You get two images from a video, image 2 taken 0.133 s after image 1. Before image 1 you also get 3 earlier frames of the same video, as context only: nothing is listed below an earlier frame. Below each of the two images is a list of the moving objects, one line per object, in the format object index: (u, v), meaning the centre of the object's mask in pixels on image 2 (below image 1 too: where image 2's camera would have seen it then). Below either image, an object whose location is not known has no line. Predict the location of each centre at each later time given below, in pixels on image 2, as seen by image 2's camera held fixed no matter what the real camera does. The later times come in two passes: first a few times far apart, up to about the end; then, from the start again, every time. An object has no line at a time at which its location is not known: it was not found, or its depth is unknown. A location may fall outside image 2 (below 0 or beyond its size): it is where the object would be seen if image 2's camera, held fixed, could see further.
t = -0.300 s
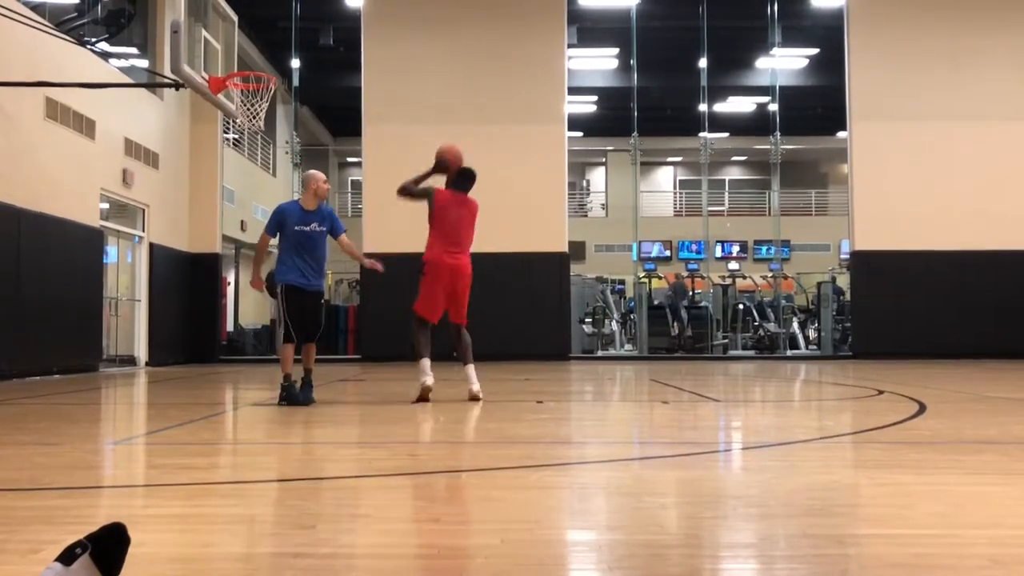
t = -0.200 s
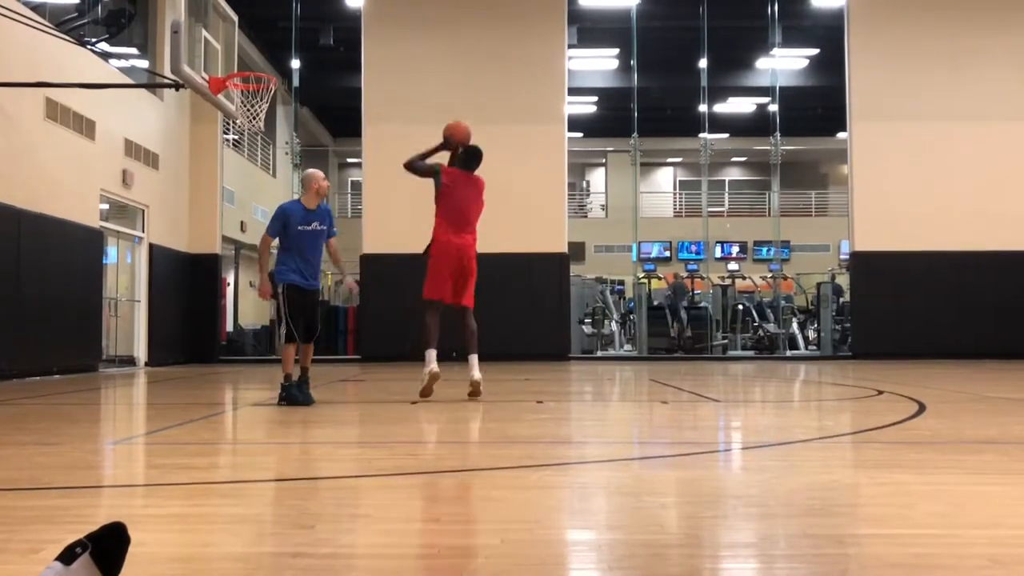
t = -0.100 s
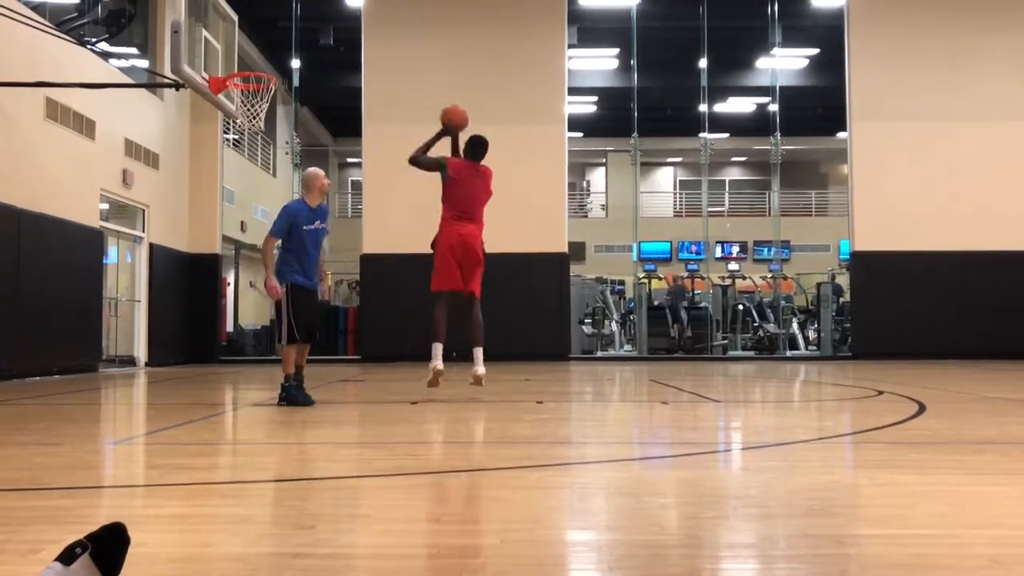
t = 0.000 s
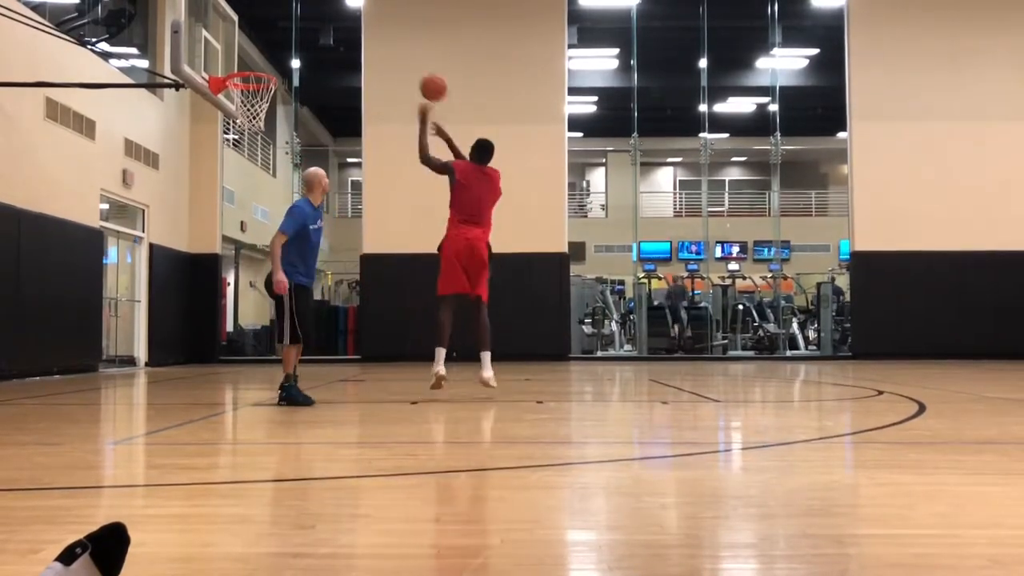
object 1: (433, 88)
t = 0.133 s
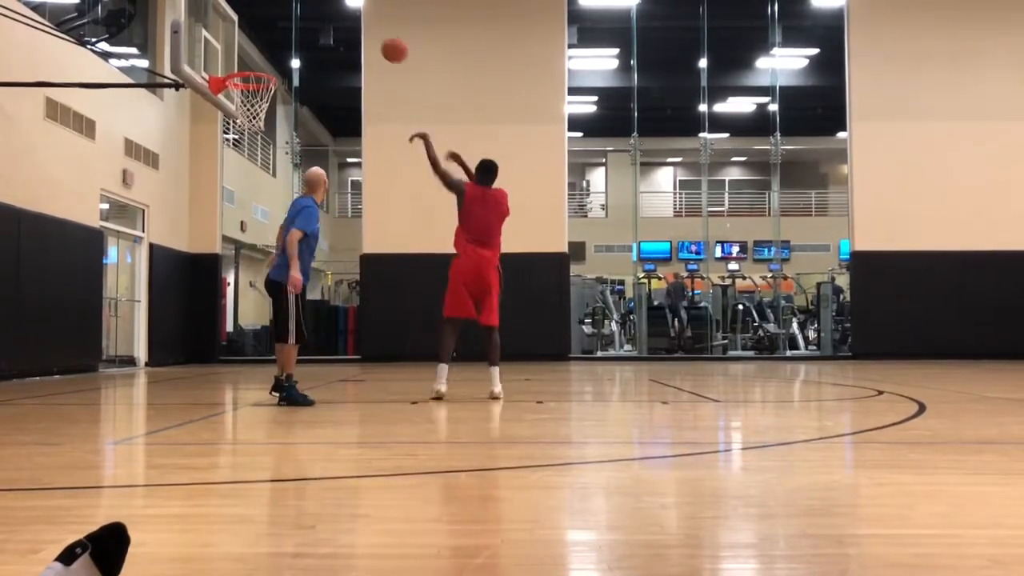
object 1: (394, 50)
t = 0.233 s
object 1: (366, 35)
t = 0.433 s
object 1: (316, 37)
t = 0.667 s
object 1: (279, 59)
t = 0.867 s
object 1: (281, 54)
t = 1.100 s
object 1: (288, 96)
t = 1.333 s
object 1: (290, 188)
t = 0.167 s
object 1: (385, 42)
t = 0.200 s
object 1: (376, 38)
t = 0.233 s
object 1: (366, 35)
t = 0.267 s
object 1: (358, 32)
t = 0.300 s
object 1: (348, 30)
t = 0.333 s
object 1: (341, 30)
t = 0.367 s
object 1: (332, 31)
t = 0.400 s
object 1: (324, 33)
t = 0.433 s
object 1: (316, 37)
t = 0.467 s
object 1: (308, 41)
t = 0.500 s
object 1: (300, 45)
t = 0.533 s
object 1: (292, 52)
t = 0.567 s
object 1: (283, 60)
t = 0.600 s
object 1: (278, 67)
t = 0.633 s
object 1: (278, 63)
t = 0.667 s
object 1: (279, 59)
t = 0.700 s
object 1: (279, 56)
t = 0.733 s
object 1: (279, 53)
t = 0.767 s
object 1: (280, 52)
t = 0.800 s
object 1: (280, 52)
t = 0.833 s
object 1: (281, 52)
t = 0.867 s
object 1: (281, 54)
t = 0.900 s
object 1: (282, 57)
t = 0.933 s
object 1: (283, 60)
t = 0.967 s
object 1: (284, 65)
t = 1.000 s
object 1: (285, 71)
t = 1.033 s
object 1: (286, 78)
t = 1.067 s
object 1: (287, 88)
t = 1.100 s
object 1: (288, 96)
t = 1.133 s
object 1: (288, 106)
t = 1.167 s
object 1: (288, 117)
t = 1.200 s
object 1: (288, 130)
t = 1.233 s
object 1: (290, 142)
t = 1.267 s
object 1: (290, 157)
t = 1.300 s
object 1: (290, 171)
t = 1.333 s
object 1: (290, 188)
